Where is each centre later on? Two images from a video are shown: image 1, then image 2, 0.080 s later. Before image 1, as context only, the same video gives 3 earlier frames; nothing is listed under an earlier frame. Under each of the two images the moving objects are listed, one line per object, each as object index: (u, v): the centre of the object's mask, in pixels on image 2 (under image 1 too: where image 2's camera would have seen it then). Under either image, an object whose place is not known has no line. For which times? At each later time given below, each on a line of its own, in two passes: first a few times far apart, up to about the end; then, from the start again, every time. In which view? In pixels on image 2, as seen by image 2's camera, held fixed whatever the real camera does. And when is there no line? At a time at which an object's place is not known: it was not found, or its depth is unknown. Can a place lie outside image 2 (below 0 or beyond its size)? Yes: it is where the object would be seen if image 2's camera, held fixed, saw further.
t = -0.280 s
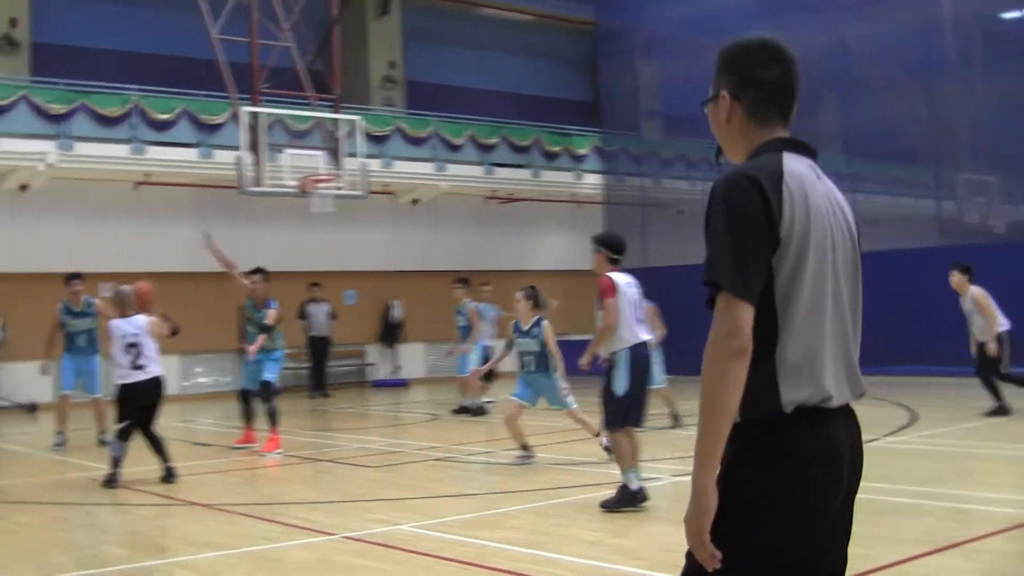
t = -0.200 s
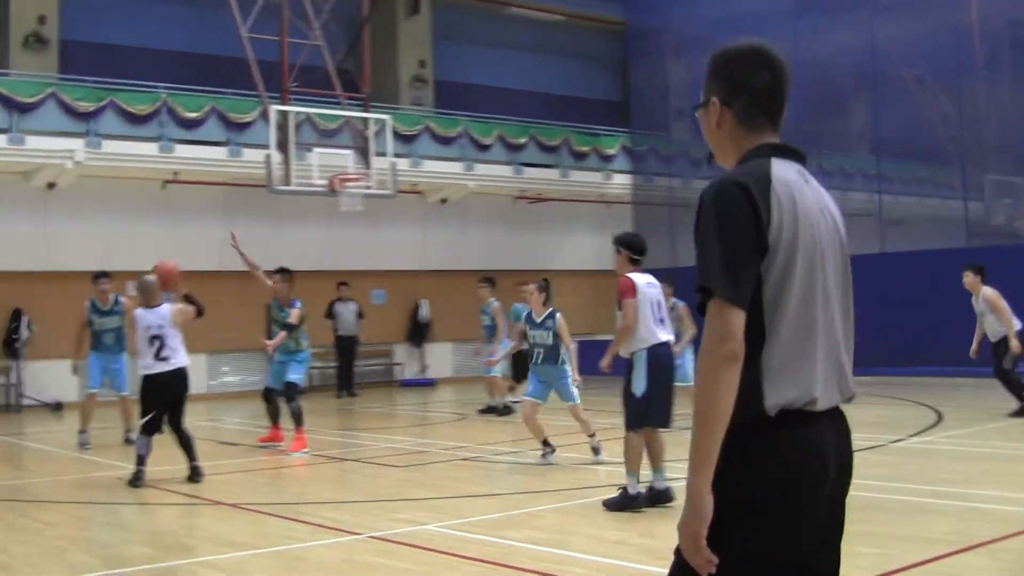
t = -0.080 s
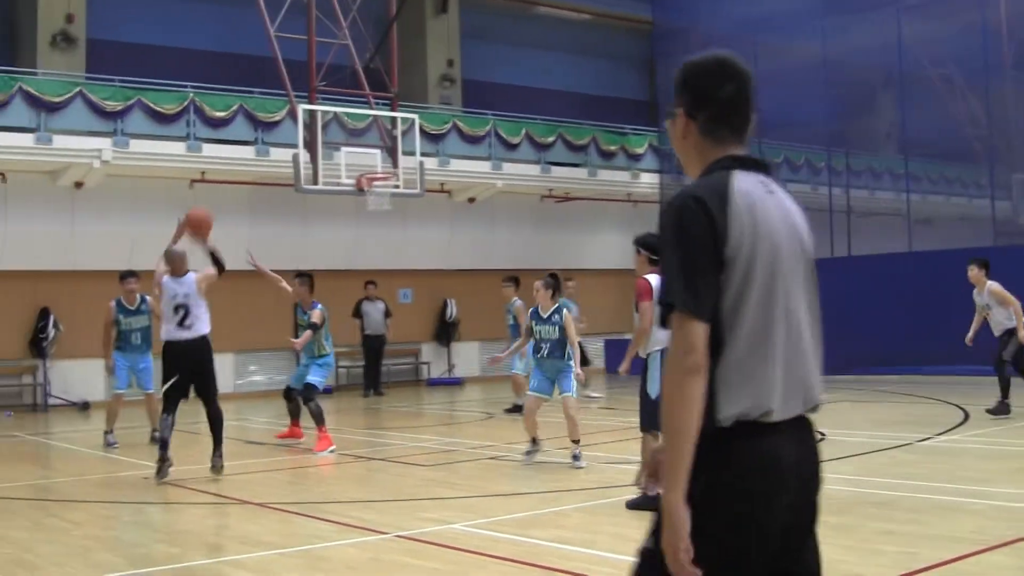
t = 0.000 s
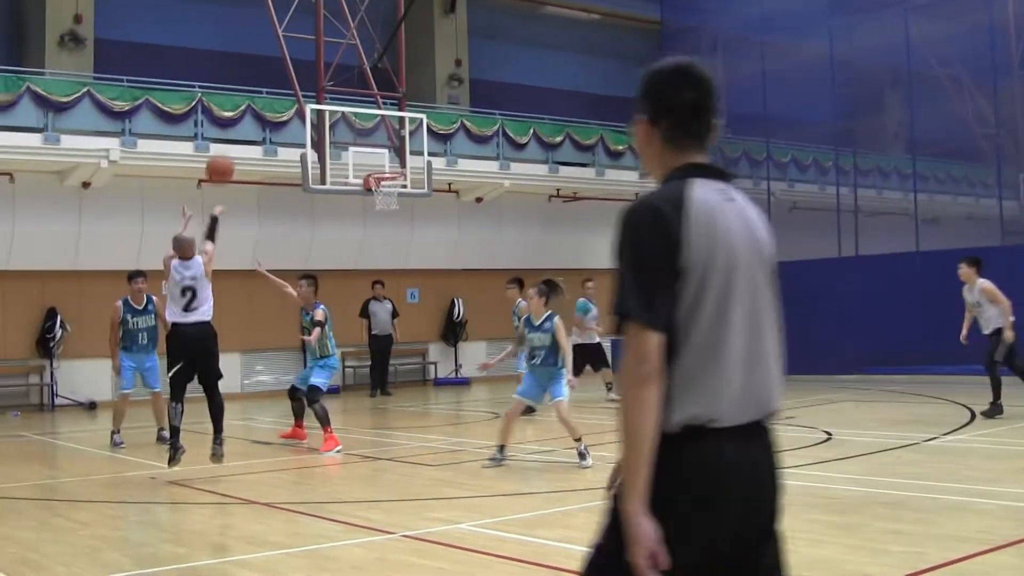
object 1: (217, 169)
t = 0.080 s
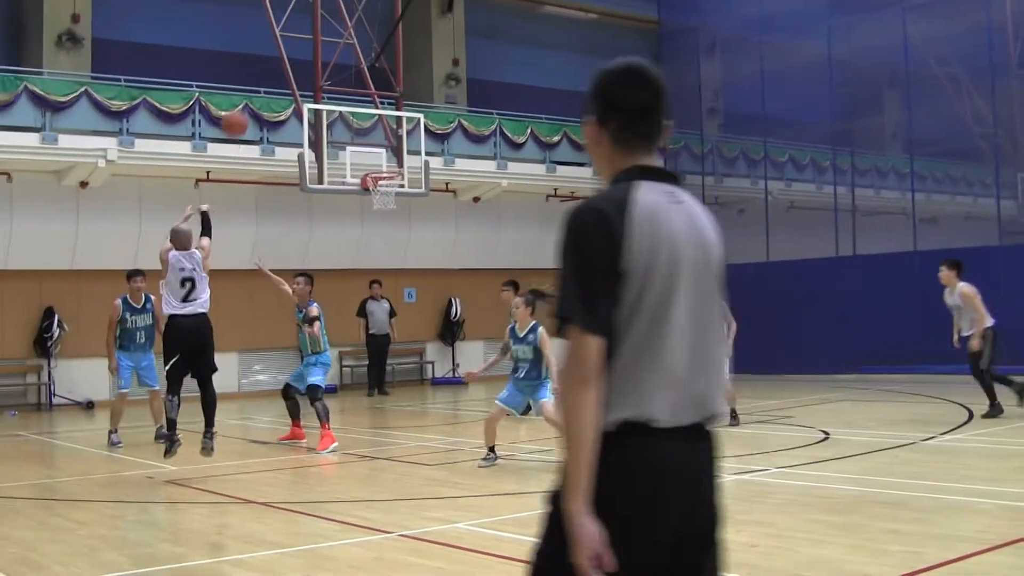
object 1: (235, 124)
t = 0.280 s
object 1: (272, 54)
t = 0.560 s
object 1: (316, 31)
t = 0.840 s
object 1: (352, 77)
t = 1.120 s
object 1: (382, 166)
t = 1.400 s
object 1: (437, 174)
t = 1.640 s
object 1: (485, 226)
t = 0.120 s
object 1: (242, 105)
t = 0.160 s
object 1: (251, 88)
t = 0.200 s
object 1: (258, 74)
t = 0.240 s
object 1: (265, 63)
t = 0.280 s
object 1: (272, 54)
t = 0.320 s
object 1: (279, 46)
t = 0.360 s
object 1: (286, 39)
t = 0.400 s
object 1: (292, 34)
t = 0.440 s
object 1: (299, 31)
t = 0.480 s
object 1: (304, 30)
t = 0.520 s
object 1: (311, 30)
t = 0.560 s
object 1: (316, 31)
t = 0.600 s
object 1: (322, 34)
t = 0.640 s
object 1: (328, 38)
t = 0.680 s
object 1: (332, 44)
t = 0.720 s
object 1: (338, 49)
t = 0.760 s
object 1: (342, 58)
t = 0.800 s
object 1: (347, 67)
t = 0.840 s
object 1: (352, 77)
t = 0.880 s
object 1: (357, 87)
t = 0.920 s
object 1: (361, 99)
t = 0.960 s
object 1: (365, 112)
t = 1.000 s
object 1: (370, 127)
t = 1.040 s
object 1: (374, 141)
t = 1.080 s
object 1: (378, 157)
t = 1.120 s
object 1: (382, 166)
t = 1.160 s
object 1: (390, 165)
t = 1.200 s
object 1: (398, 164)
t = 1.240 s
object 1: (405, 164)
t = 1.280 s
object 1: (413, 164)
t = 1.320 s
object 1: (421, 166)
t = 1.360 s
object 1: (429, 170)
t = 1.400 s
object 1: (437, 174)
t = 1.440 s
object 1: (444, 180)
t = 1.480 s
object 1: (453, 188)
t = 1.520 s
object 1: (461, 196)
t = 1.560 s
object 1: (468, 204)
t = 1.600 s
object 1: (477, 215)
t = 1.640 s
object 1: (485, 226)
